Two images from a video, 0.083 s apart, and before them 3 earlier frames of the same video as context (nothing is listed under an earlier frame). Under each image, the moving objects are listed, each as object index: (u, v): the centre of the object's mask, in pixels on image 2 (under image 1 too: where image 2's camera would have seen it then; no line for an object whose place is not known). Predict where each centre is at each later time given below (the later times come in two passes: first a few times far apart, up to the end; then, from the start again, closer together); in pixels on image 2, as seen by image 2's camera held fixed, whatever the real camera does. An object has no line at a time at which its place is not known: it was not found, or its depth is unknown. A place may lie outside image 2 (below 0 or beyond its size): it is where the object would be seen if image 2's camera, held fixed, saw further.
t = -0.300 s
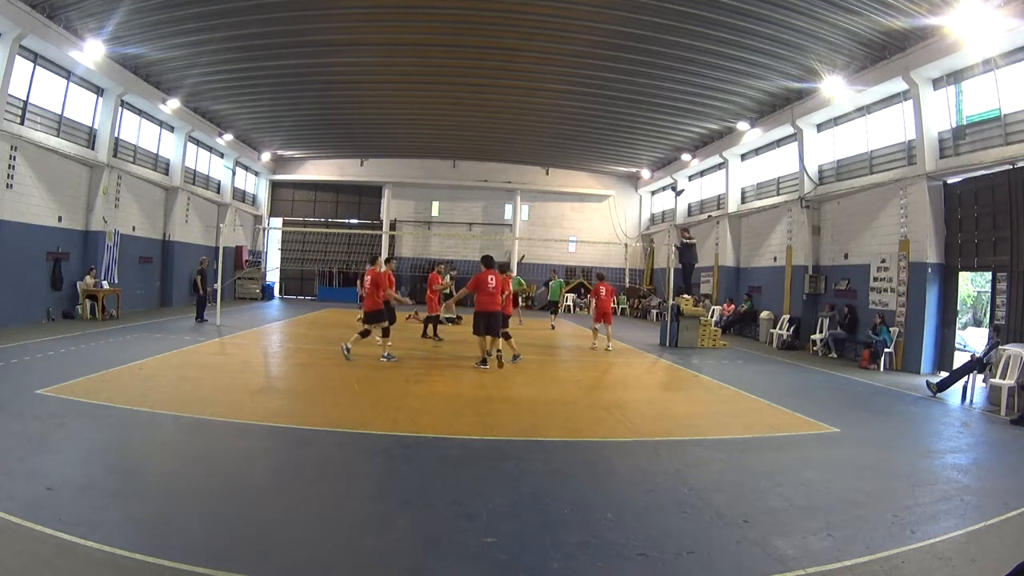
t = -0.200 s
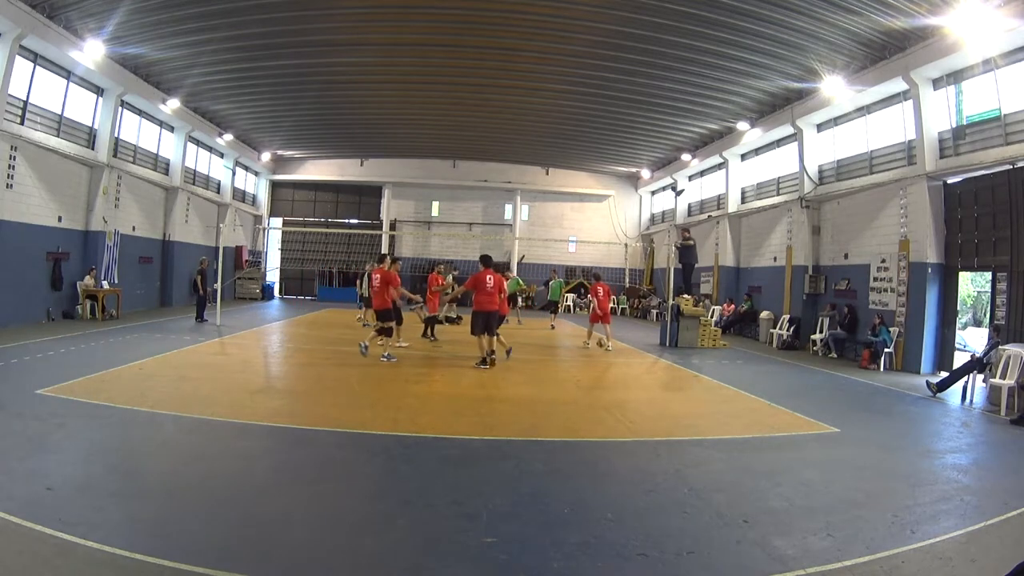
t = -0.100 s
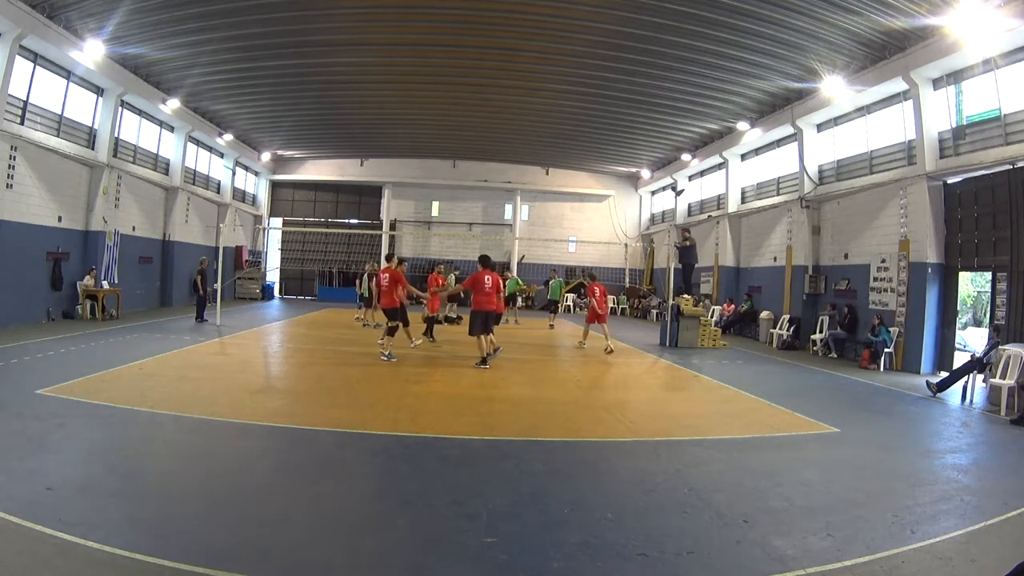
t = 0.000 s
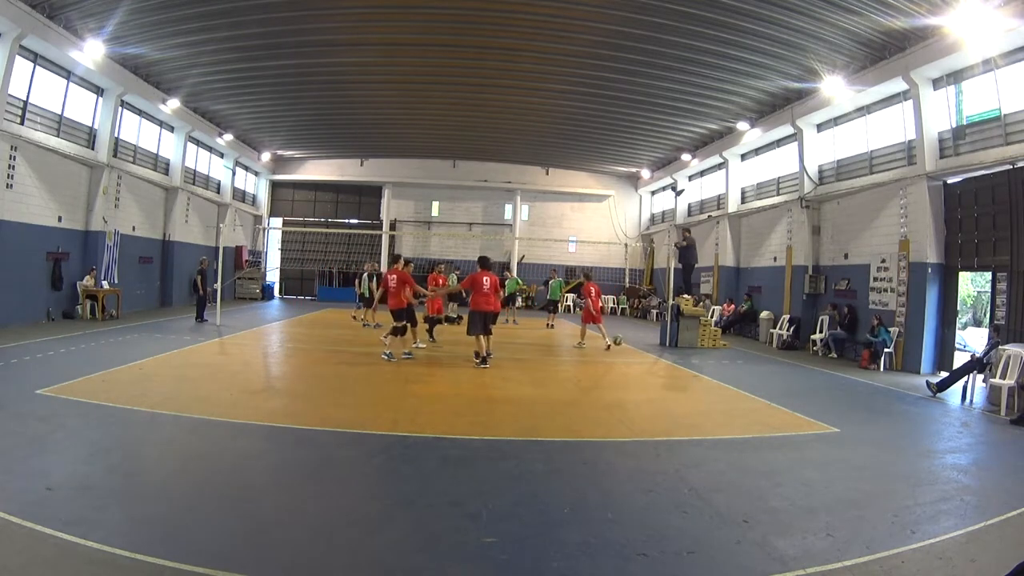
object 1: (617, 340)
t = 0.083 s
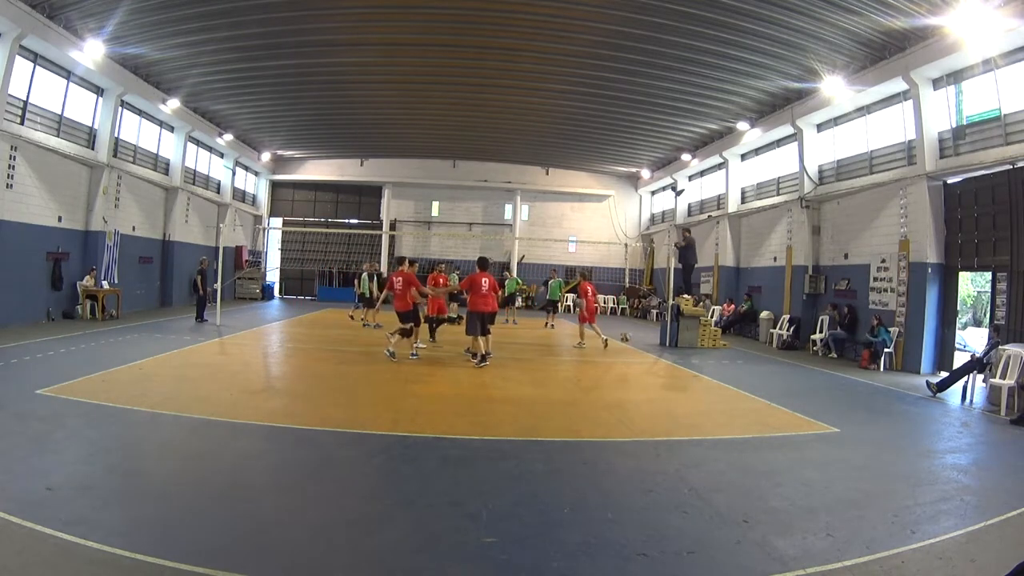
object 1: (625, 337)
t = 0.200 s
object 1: (636, 337)
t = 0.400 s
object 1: (653, 357)
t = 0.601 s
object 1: (675, 361)
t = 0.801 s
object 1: (698, 362)
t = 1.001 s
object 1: (720, 393)
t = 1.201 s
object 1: (751, 385)
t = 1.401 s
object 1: (783, 409)
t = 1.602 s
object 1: (820, 410)
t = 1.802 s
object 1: (859, 438)
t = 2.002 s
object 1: (905, 439)
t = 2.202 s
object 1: (953, 463)
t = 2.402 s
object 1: (1005, 479)
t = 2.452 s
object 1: (1016, 490)
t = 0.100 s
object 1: (627, 336)
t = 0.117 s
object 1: (628, 336)
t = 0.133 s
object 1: (630, 336)
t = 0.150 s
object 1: (631, 336)
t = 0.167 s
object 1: (633, 336)
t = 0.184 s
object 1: (634, 336)
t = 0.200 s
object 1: (636, 337)
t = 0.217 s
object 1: (637, 338)
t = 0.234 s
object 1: (639, 339)
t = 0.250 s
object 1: (640, 340)
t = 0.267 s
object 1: (642, 341)
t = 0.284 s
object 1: (643, 342)
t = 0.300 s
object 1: (645, 343)
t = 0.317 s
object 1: (646, 345)
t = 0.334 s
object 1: (647, 347)
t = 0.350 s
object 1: (649, 349)
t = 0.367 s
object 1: (651, 351)
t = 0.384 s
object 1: (652, 354)
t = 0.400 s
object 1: (653, 357)
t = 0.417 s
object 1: (655, 360)
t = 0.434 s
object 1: (656, 363)
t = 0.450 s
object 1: (657, 366)
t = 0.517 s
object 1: (664, 368)
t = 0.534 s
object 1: (666, 366)
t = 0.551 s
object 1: (668, 365)
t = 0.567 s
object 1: (670, 364)
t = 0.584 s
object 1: (673, 362)
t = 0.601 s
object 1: (675, 361)
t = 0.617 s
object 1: (677, 361)
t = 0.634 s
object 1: (678, 359)
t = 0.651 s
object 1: (680, 359)
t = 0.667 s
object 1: (682, 358)
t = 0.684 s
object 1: (685, 358)
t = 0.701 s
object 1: (686, 359)
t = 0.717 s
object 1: (688, 359)
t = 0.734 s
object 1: (691, 359)
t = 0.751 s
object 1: (692, 360)
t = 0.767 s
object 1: (695, 361)
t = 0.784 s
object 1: (696, 361)
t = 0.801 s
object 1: (698, 362)
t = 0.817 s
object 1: (699, 364)
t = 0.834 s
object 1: (702, 365)
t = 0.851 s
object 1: (704, 367)
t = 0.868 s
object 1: (706, 369)
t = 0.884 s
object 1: (708, 371)
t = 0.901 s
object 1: (710, 374)
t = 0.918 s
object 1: (711, 376)
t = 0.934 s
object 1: (713, 379)
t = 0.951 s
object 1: (715, 382)
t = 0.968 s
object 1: (717, 385)
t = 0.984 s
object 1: (718, 389)
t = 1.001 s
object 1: (720, 393)
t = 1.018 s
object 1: (723, 392)
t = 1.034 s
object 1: (726, 390)
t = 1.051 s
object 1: (728, 389)
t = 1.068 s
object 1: (731, 388)
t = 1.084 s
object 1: (734, 387)
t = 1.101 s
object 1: (736, 386)
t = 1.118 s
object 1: (739, 386)
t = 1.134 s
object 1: (741, 385)
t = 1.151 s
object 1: (744, 385)
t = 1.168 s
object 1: (746, 385)
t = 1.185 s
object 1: (749, 385)
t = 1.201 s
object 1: (751, 385)
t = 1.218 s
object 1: (755, 386)
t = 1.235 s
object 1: (757, 387)
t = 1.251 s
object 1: (759, 388)
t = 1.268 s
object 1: (762, 390)
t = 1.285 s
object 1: (764, 391)
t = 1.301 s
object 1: (767, 393)
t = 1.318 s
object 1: (769, 396)
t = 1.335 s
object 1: (773, 397)
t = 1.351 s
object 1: (775, 400)
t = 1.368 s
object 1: (777, 403)
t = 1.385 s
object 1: (780, 406)
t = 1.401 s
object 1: (783, 409)
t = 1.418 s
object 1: (785, 413)
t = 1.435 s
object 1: (788, 416)
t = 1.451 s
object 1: (791, 414)
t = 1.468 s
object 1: (794, 413)
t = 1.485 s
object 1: (798, 412)
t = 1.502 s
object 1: (801, 410)
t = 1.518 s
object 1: (804, 409)
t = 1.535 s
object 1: (807, 409)
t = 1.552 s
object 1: (810, 409)
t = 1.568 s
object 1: (813, 409)
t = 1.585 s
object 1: (817, 409)
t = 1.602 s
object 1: (820, 410)
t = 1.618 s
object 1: (824, 411)
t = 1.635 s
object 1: (827, 412)
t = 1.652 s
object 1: (830, 413)
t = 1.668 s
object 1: (833, 415)
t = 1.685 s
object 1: (837, 416)
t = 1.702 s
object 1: (840, 419)
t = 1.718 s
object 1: (844, 421)
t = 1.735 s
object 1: (846, 424)
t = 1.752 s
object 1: (849, 427)
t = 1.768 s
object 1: (853, 430)
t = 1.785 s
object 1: (856, 434)
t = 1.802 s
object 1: (859, 438)
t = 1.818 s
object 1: (862, 441)
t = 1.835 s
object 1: (866, 439)
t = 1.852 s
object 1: (870, 437)
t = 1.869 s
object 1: (874, 436)
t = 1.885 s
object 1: (878, 436)
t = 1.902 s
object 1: (883, 436)
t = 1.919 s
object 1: (886, 436)
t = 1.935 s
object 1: (890, 436)
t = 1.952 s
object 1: (894, 436)
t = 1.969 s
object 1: (898, 437)
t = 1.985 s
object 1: (901, 438)
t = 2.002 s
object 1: (905, 439)
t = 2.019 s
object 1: (909, 441)
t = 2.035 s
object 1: (913, 443)
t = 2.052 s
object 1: (917, 445)
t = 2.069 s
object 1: (921, 448)
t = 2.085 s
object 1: (924, 451)
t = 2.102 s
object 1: (928, 454)
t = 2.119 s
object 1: (932, 458)
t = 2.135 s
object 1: (935, 462)
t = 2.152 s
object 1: (939, 465)
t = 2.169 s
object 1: (944, 465)
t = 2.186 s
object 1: (949, 464)
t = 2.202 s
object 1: (953, 463)
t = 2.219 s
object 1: (958, 463)
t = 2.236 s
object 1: (962, 464)
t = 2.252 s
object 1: (966, 463)
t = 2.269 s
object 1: (970, 465)
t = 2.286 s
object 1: (975, 465)
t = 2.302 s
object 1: (980, 466)
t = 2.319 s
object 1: (984, 467)
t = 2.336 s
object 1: (988, 470)
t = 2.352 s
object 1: (992, 471)
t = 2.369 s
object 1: (997, 473)
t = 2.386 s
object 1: (1001, 476)
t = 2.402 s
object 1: (1005, 479)
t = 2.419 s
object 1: (1009, 483)
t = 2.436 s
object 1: (1013, 487)
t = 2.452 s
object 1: (1016, 490)
